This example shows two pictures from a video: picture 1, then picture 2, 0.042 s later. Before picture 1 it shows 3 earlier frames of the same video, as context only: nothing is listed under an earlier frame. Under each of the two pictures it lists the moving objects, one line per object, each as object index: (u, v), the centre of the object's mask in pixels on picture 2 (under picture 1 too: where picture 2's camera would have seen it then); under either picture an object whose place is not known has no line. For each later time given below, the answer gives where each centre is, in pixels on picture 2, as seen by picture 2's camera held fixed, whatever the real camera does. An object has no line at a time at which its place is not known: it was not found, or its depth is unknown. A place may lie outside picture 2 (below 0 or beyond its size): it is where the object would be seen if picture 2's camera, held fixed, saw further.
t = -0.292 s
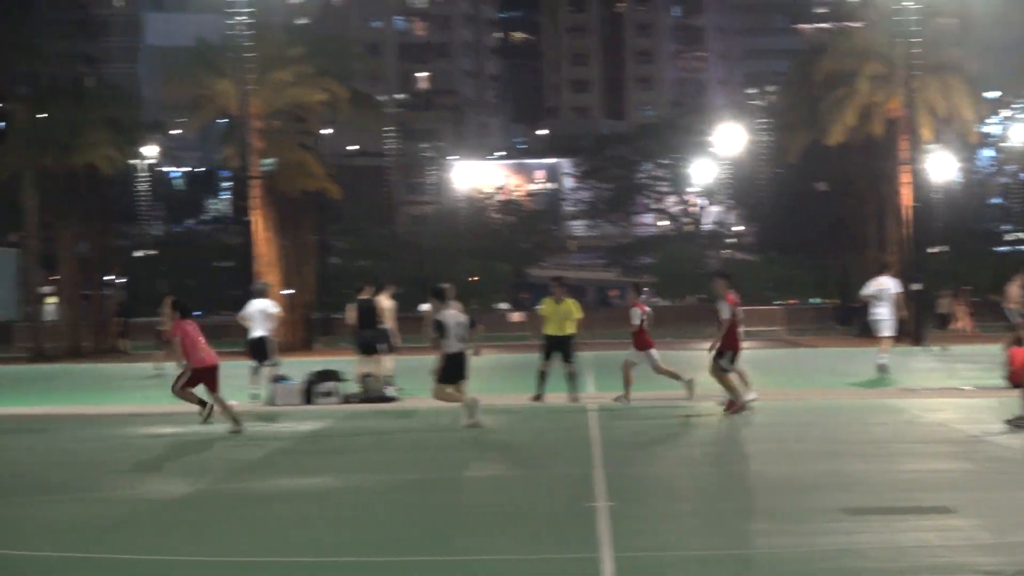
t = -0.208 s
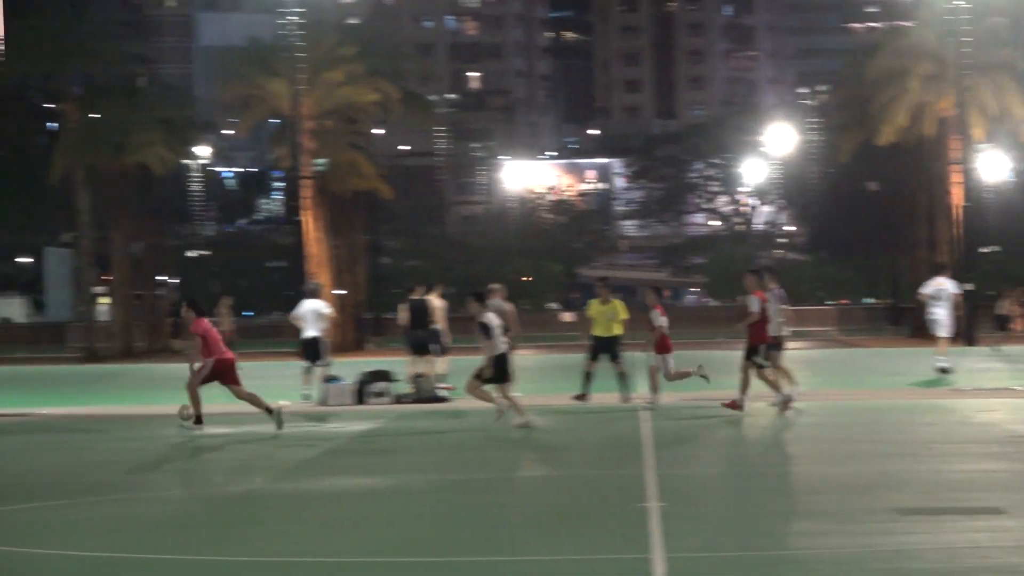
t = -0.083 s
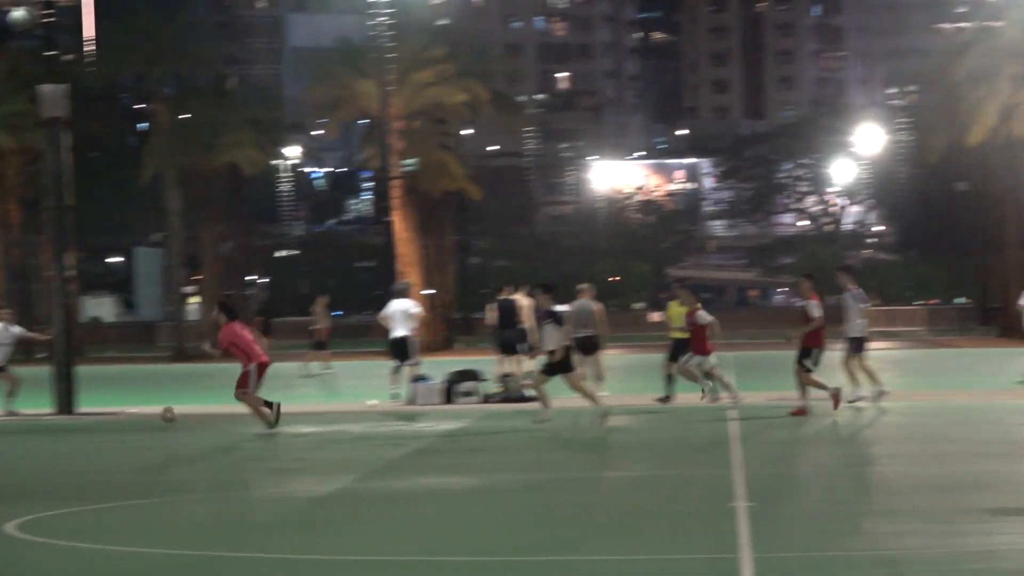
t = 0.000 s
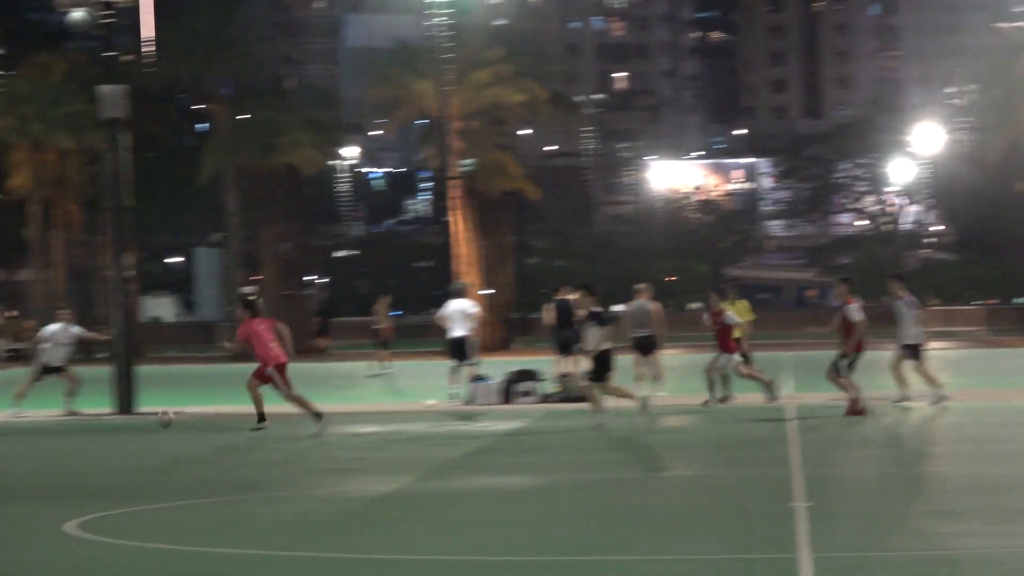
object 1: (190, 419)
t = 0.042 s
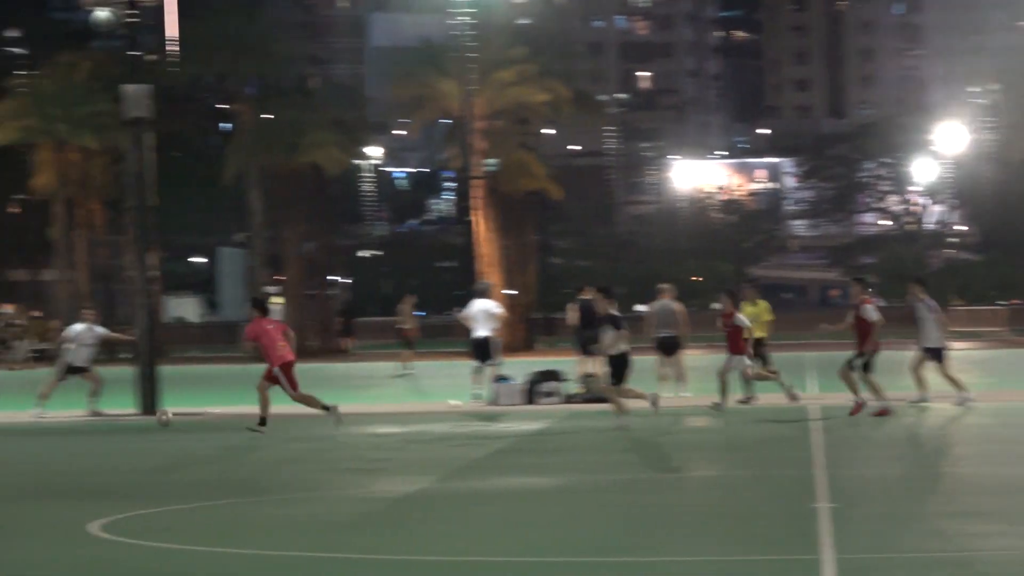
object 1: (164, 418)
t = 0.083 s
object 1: (126, 418)
